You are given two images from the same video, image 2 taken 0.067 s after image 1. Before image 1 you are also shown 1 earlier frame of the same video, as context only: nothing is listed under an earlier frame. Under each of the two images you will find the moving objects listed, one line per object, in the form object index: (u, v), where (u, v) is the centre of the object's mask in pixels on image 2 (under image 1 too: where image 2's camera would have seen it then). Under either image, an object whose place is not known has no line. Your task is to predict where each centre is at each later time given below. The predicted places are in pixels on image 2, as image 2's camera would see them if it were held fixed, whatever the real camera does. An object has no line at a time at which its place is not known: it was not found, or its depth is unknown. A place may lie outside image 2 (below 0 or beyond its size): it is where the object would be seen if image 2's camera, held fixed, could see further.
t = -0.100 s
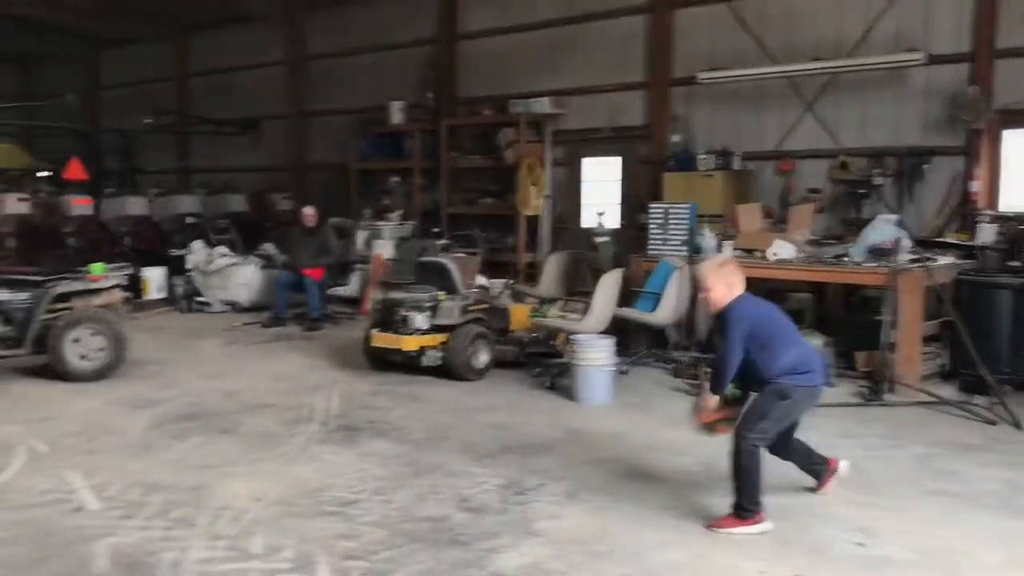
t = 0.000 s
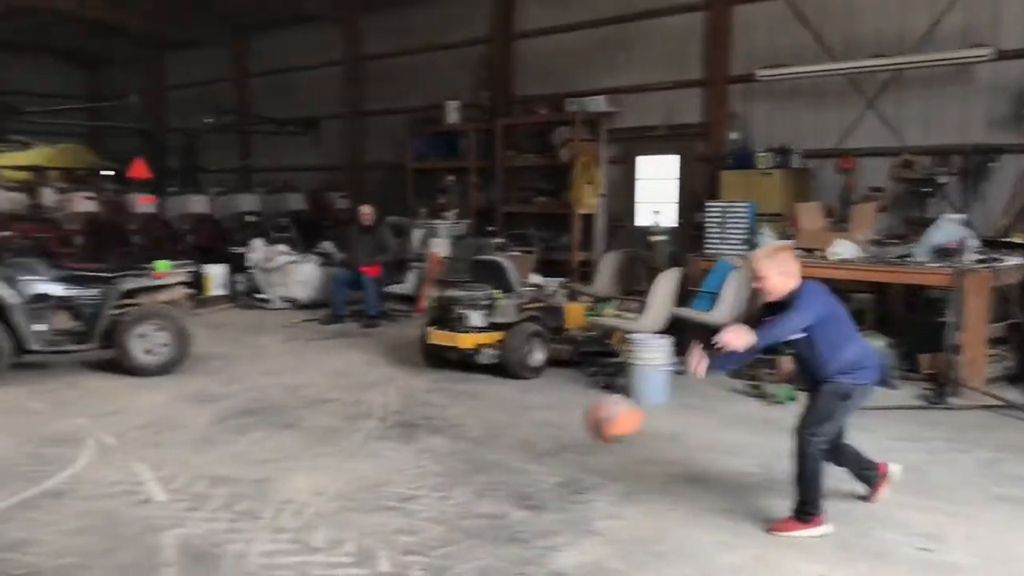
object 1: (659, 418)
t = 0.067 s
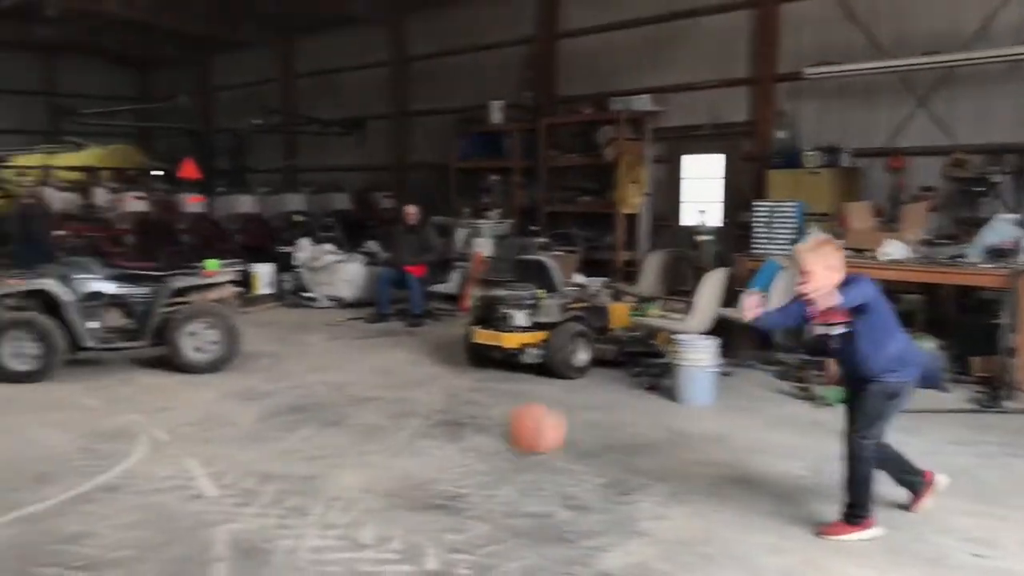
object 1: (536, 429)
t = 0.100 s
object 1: (468, 438)
